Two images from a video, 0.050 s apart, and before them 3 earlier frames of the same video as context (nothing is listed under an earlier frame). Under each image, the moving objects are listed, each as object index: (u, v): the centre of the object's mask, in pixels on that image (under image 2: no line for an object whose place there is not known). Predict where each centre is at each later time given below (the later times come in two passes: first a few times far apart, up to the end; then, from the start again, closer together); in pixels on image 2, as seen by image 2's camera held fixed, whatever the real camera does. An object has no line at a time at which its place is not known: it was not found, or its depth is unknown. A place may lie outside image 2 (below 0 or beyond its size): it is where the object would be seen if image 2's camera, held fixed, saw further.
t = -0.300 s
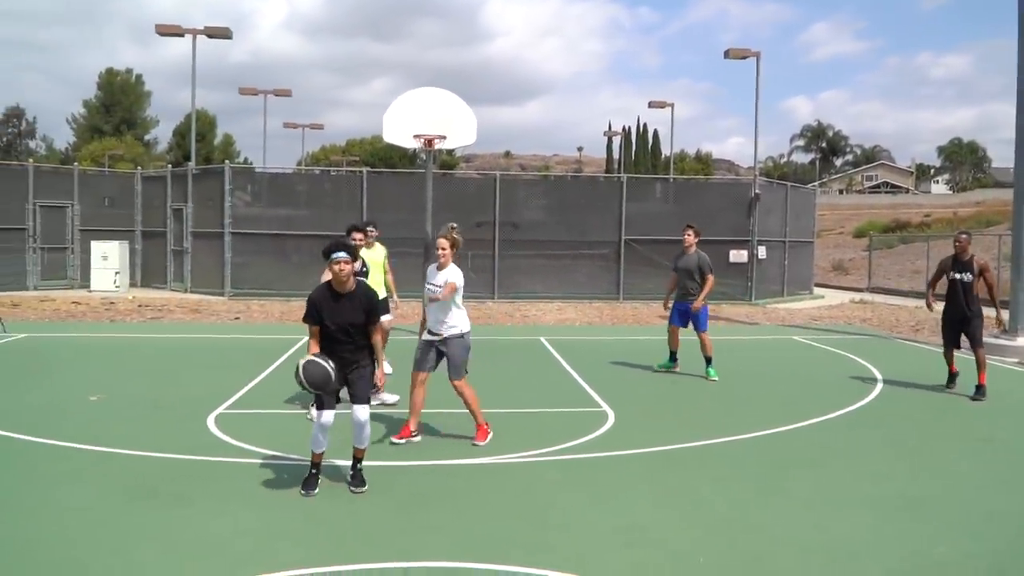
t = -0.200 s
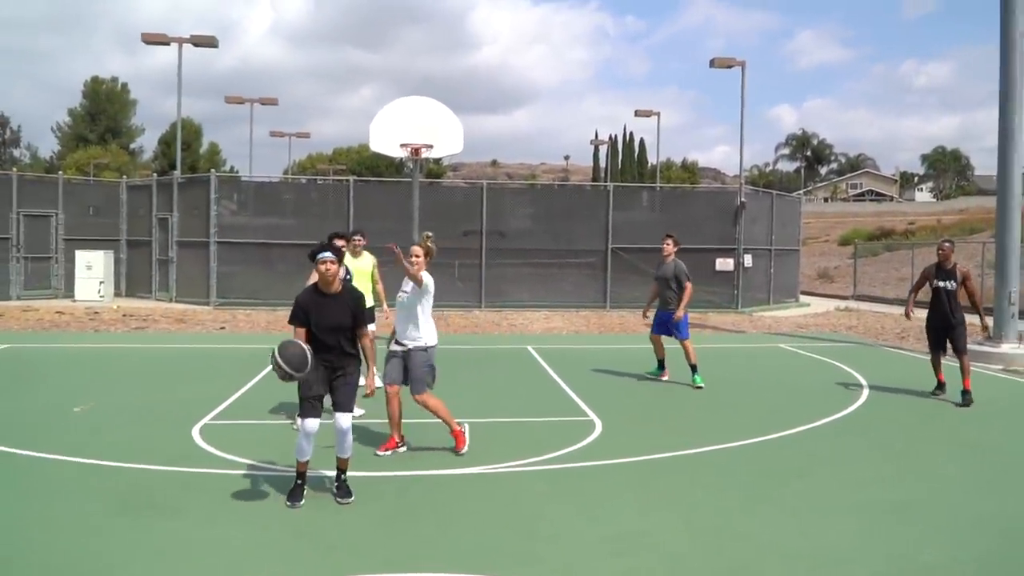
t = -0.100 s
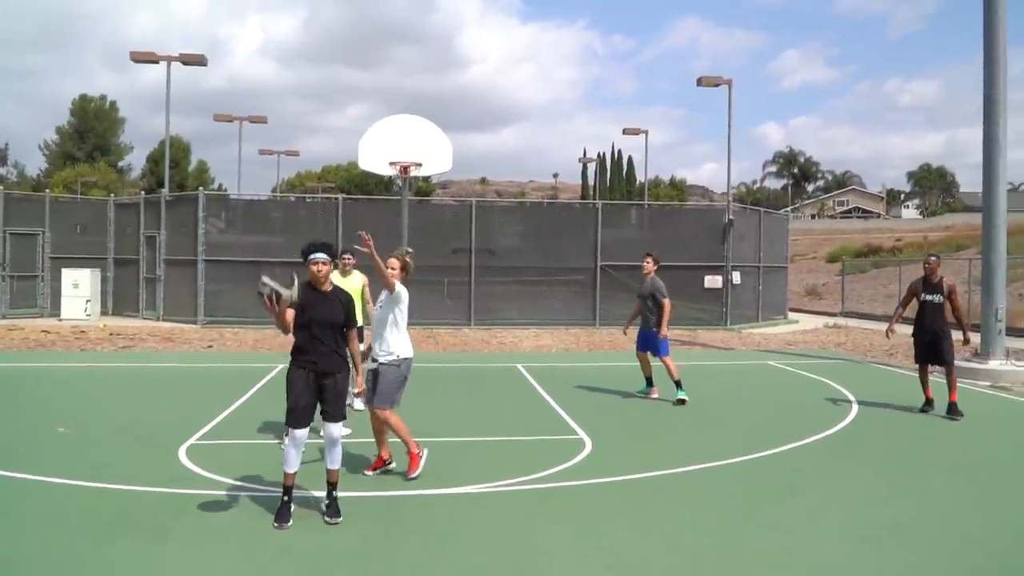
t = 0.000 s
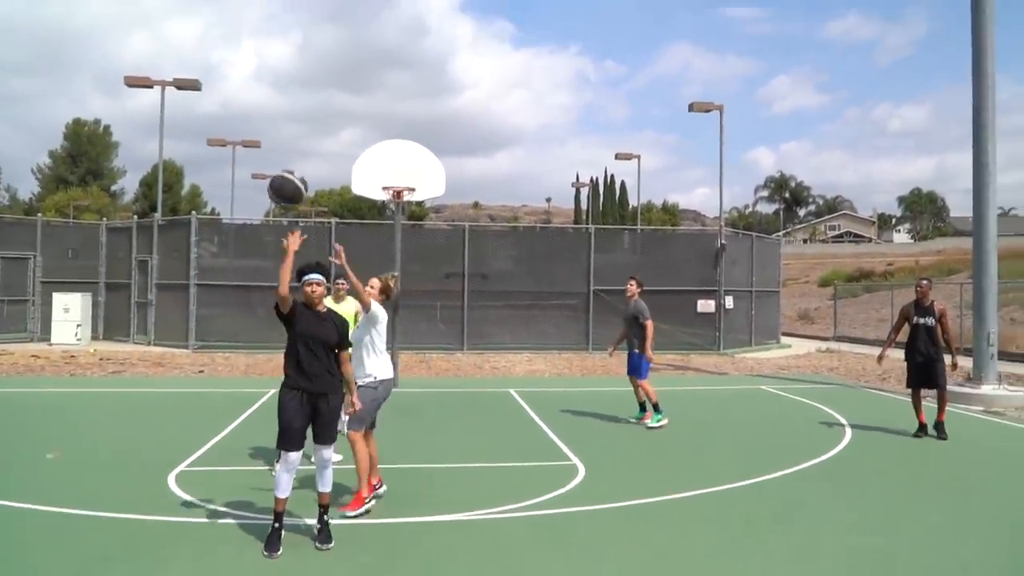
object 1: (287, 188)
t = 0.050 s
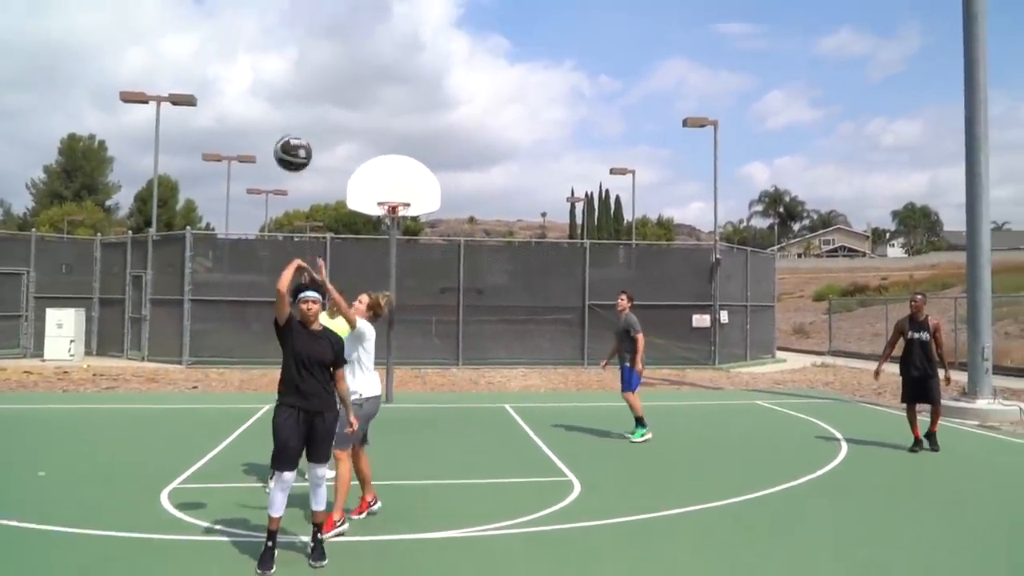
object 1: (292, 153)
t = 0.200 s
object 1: (318, 47)
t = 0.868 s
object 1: (369, 1)
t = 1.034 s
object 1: (374, 48)
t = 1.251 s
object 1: (379, 130)
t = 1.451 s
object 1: (381, 213)
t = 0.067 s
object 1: (296, 138)
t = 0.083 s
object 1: (299, 124)
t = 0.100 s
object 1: (302, 111)
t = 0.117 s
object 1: (305, 99)
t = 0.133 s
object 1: (308, 87)
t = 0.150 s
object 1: (310, 76)
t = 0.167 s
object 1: (313, 66)
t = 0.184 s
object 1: (316, 56)
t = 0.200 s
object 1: (318, 47)
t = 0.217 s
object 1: (321, 39)
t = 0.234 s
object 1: (323, 31)
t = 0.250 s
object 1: (325, 24)
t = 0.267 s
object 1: (328, 17)
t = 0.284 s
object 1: (329, 11)
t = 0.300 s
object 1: (331, 5)
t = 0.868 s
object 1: (369, 1)
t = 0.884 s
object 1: (369, 5)
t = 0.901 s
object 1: (370, 9)
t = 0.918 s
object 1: (371, 14)
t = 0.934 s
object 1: (371, 18)
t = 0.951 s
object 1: (372, 23)
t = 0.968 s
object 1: (372, 28)
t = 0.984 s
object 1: (373, 33)
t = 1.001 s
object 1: (373, 38)
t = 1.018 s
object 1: (374, 43)
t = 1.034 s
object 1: (374, 48)
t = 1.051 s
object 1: (375, 54)
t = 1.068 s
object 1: (375, 59)
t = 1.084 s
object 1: (376, 65)
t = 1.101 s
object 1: (376, 71)
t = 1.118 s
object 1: (376, 77)
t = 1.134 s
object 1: (377, 84)
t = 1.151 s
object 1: (377, 90)
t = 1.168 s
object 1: (377, 97)
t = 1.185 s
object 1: (378, 103)
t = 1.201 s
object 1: (378, 109)
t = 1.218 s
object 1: (378, 116)
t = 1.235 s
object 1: (379, 124)
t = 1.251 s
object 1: (379, 130)
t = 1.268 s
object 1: (380, 137)
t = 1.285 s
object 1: (379, 145)
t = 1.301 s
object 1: (379, 151)
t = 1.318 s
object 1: (380, 158)
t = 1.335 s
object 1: (380, 166)
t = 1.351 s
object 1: (380, 173)
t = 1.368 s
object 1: (381, 181)
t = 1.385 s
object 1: (381, 189)
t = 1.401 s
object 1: (381, 197)
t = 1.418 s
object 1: (381, 205)
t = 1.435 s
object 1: (381, 210)
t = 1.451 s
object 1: (381, 213)
